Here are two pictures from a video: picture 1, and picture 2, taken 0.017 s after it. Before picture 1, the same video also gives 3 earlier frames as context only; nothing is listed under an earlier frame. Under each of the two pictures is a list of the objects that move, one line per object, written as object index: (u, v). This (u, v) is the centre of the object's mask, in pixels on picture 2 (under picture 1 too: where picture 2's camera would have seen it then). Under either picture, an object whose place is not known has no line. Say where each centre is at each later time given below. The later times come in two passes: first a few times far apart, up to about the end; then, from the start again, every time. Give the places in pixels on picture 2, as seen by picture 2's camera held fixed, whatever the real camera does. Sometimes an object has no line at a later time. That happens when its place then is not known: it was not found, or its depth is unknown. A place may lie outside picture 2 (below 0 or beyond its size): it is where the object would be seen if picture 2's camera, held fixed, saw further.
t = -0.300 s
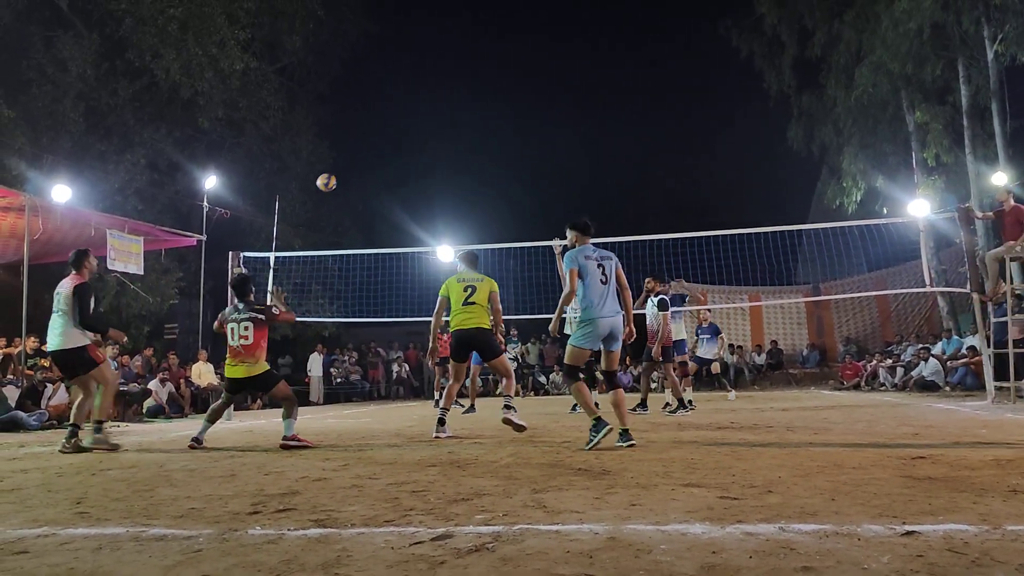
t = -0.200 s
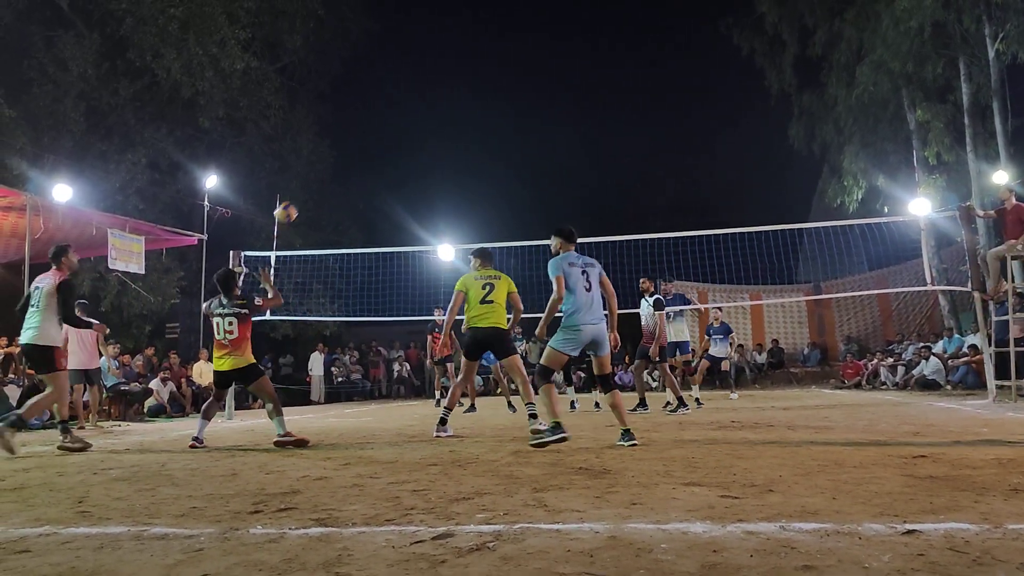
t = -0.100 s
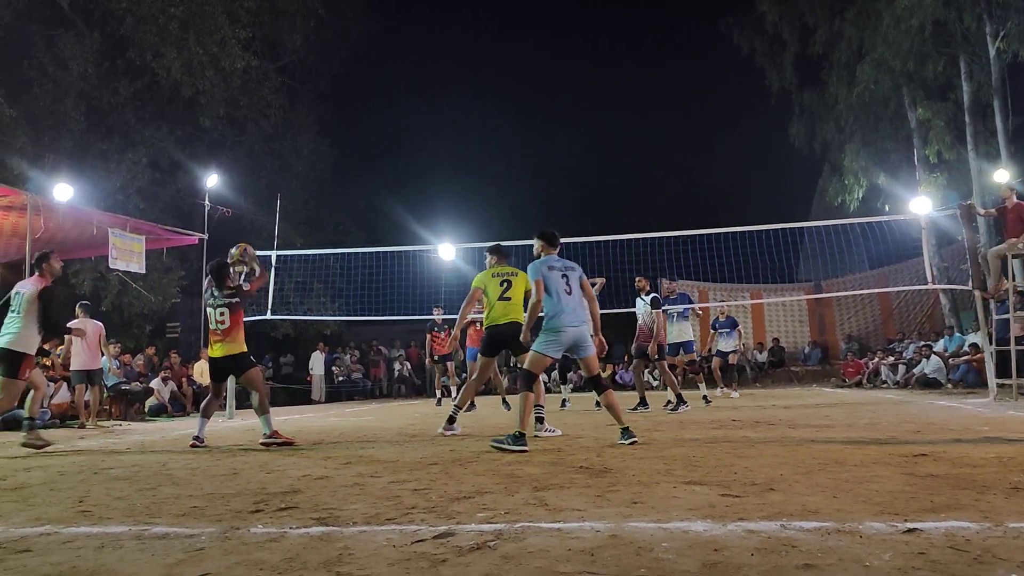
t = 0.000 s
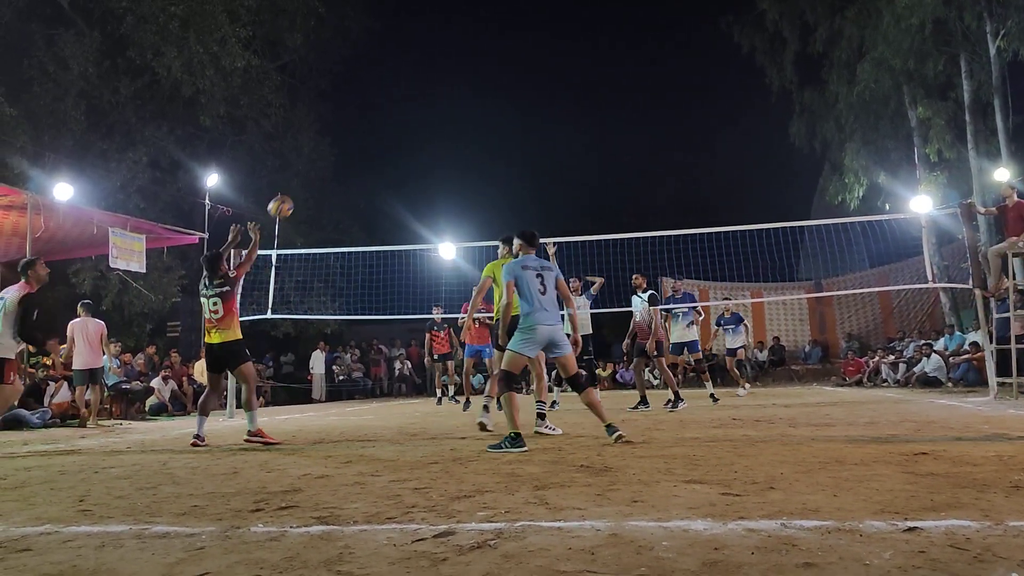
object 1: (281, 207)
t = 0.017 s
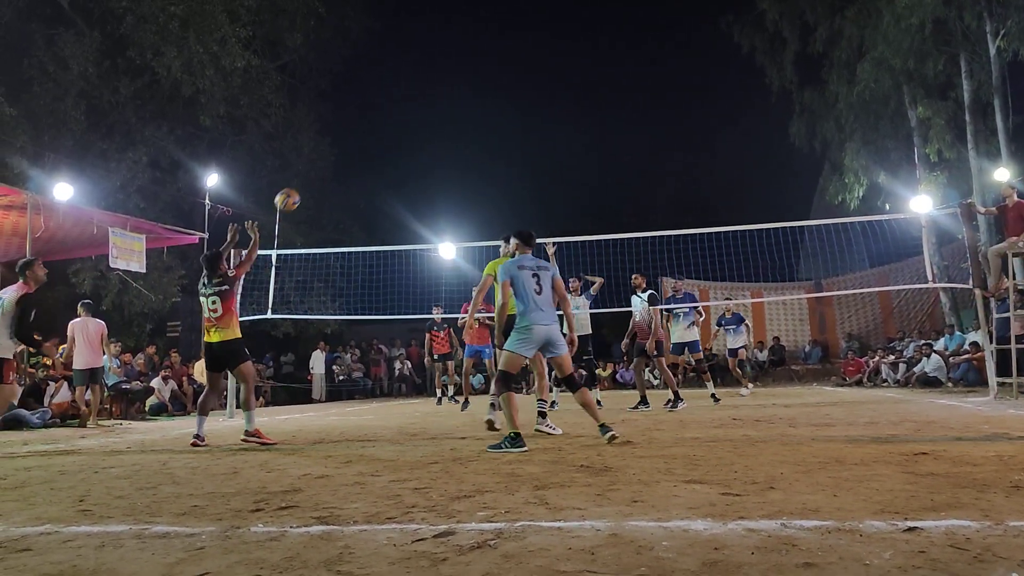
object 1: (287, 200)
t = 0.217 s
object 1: (362, 138)
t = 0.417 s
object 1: (428, 118)
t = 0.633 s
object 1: (490, 134)
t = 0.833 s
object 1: (541, 178)
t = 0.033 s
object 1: (293, 193)
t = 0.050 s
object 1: (301, 186)
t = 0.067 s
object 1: (307, 180)
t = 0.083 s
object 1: (313, 174)
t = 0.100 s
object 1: (320, 168)
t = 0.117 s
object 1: (326, 163)
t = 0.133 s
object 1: (332, 158)
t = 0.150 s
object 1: (338, 153)
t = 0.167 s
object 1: (345, 149)
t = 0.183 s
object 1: (351, 145)
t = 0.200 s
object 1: (356, 141)
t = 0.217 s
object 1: (362, 138)
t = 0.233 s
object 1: (368, 135)
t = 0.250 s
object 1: (374, 132)
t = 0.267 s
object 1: (379, 129)
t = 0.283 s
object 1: (385, 127)
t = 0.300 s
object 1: (391, 125)
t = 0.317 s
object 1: (396, 123)
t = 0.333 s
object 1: (401, 122)
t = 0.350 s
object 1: (407, 120)
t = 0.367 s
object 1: (412, 119)
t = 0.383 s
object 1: (417, 119)
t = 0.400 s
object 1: (422, 118)
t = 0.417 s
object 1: (428, 118)
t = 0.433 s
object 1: (433, 118)
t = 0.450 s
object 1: (438, 118)
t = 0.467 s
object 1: (443, 119)
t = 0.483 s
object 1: (448, 119)
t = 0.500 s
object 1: (453, 120)
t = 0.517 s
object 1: (457, 121)
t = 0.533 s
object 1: (462, 122)
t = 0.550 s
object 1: (467, 124)
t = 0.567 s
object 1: (472, 125)
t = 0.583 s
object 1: (477, 127)
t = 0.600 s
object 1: (481, 129)
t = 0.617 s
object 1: (486, 132)
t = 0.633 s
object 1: (490, 134)
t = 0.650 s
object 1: (495, 137)
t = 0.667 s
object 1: (499, 140)
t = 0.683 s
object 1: (503, 143)
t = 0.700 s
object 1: (508, 146)
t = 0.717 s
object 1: (512, 149)
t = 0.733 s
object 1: (516, 153)
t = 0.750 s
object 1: (521, 157)
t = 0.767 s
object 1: (525, 161)
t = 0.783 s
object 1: (529, 165)
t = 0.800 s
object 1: (533, 169)
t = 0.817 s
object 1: (537, 174)
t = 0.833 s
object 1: (541, 178)
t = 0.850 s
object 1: (545, 183)
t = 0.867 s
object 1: (549, 189)
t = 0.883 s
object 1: (553, 194)
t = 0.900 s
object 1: (557, 199)
